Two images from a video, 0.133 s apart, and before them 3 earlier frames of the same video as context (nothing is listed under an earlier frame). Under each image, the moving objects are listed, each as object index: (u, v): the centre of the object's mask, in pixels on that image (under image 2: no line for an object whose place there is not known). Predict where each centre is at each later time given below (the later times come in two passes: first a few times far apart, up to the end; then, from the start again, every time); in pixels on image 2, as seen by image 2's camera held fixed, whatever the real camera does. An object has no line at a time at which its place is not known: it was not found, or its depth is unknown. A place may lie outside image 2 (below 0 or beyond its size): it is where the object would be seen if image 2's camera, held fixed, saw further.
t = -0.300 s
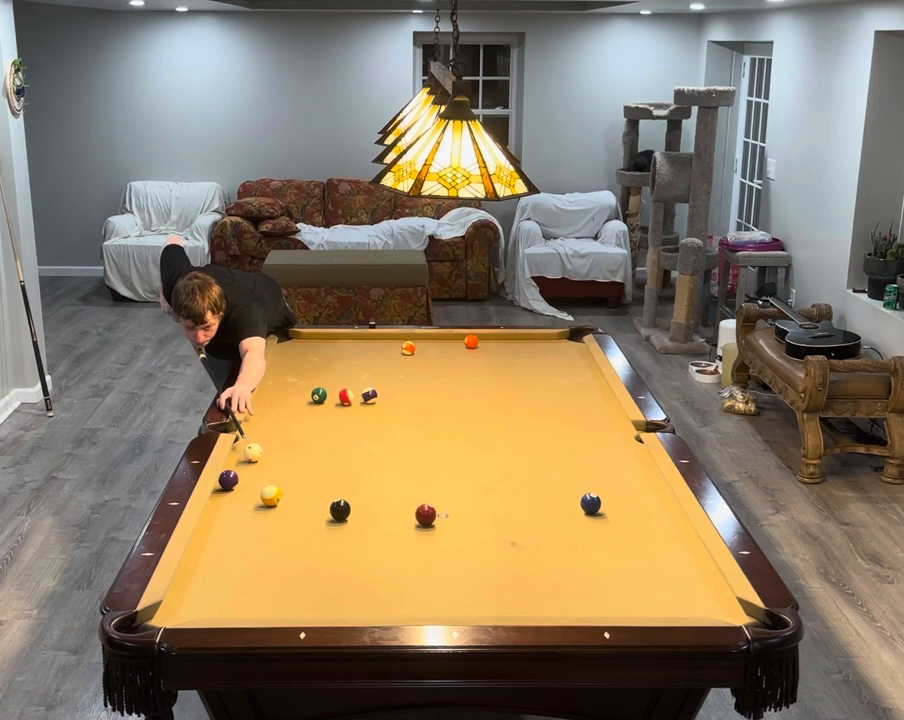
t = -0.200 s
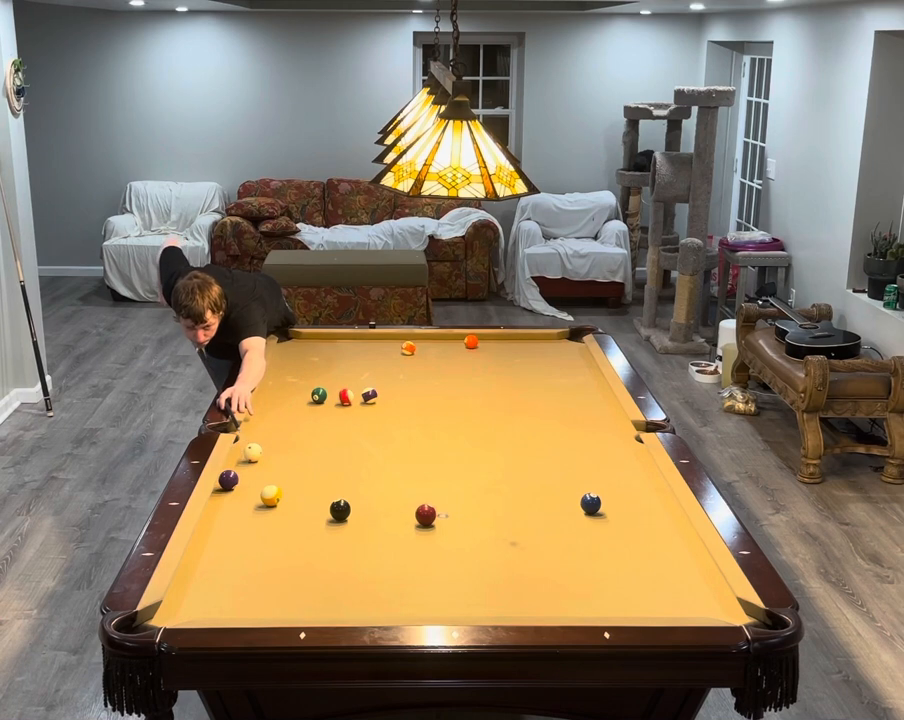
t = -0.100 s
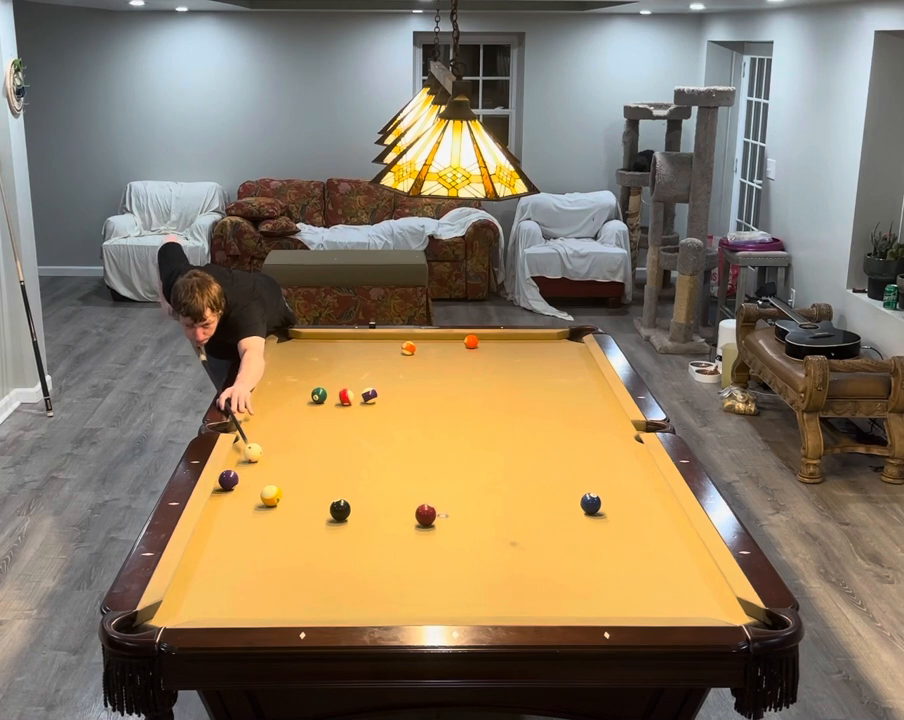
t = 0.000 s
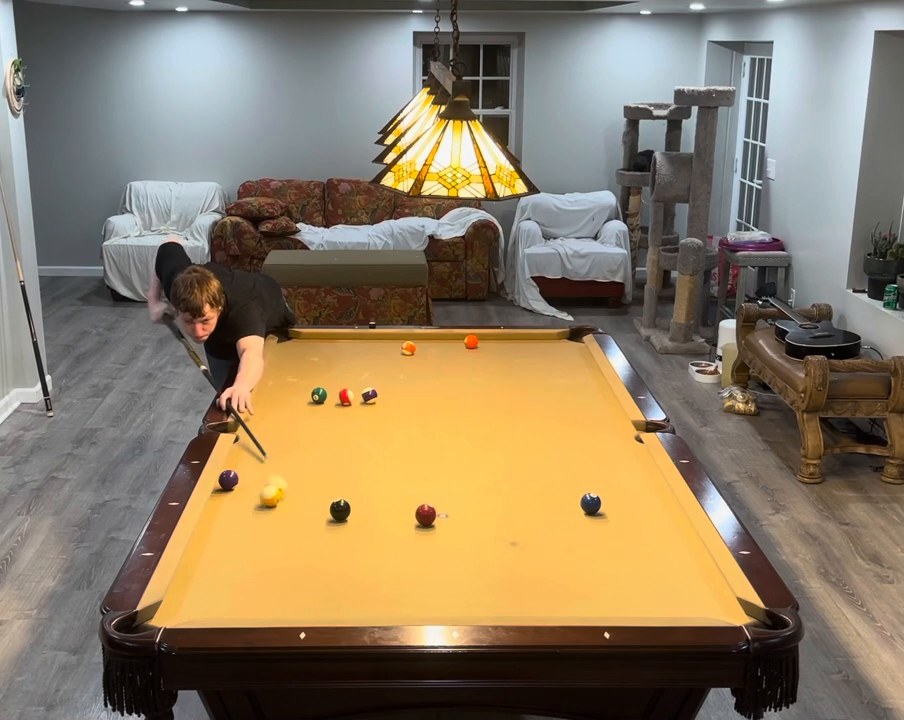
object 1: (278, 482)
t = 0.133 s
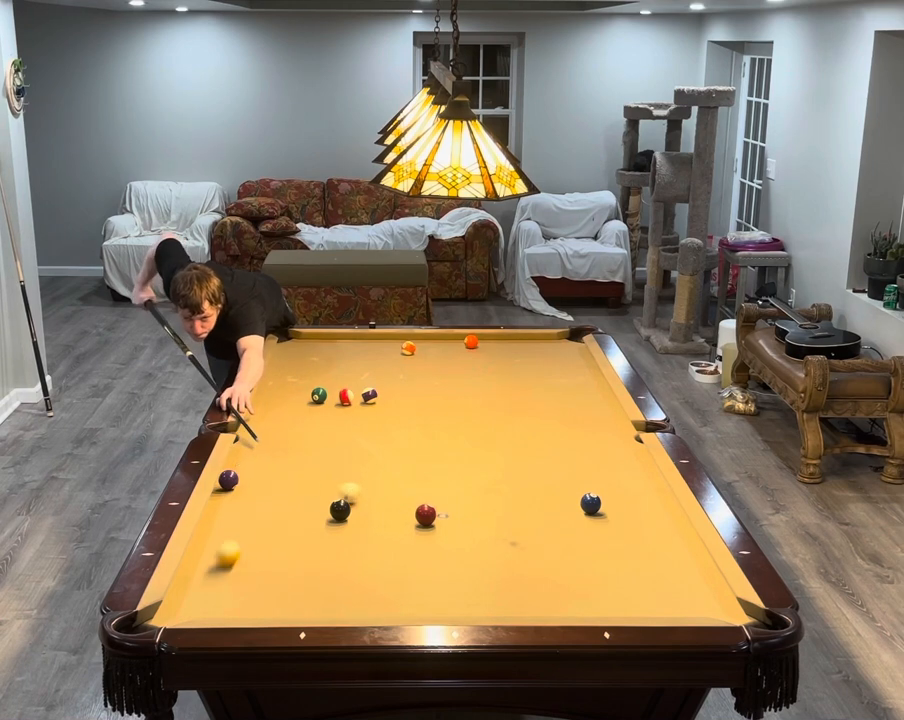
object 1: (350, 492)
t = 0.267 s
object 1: (408, 495)
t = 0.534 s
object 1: (513, 493)
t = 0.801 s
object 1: (615, 492)
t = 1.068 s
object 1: (628, 486)
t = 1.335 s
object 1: (572, 477)
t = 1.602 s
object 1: (520, 468)
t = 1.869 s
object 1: (472, 460)
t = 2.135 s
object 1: (427, 453)
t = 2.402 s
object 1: (386, 446)
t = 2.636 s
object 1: (353, 441)
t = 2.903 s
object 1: (318, 435)
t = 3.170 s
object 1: (285, 429)
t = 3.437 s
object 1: (255, 424)
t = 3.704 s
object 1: (259, 422)
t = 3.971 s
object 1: (268, 422)
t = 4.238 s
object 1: (276, 421)
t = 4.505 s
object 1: (282, 421)
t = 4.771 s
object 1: (286, 421)
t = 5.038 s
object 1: (289, 420)
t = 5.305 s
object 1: (290, 421)
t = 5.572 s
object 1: (290, 421)
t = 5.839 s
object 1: (290, 421)
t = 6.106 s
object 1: (290, 421)
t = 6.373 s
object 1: (290, 421)
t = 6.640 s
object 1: (290, 421)
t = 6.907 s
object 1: (290, 421)
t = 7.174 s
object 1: (290, 421)
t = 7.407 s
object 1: (290, 421)
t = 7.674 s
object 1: (290, 421)
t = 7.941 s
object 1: (290, 421)
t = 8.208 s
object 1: (290, 421)
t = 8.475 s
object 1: (290, 421)
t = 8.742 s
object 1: (290, 421)
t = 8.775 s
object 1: (290, 421)
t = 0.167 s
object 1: (366, 494)
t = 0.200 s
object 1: (381, 494)
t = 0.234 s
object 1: (394, 494)
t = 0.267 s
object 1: (408, 495)
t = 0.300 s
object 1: (421, 493)
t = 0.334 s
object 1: (435, 494)
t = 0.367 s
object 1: (448, 494)
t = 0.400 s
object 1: (461, 494)
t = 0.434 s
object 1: (475, 494)
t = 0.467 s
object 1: (488, 494)
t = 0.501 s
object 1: (501, 494)
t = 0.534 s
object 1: (513, 493)
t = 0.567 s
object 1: (526, 493)
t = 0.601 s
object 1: (539, 493)
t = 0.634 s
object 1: (551, 493)
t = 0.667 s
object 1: (565, 492)
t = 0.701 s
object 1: (575, 492)
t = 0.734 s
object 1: (589, 488)
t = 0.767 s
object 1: (603, 491)
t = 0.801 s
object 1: (615, 492)
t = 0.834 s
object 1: (628, 492)
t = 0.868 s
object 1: (640, 492)
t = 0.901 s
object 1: (653, 491)
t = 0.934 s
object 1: (662, 491)
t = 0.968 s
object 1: (652, 490)
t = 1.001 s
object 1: (644, 488)
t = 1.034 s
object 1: (636, 487)
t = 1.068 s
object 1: (628, 486)
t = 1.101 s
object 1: (621, 485)
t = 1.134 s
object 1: (614, 484)
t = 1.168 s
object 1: (607, 483)
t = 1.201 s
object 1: (600, 481)
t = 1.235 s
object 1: (593, 480)
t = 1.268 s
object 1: (585, 479)
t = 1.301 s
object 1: (579, 478)
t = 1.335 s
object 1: (572, 477)
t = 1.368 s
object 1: (565, 476)
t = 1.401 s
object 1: (558, 475)
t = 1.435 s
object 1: (552, 474)
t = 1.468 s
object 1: (545, 472)
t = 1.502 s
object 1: (538, 471)
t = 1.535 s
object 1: (533, 471)
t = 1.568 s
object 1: (526, 470)
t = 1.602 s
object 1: (520, 468)
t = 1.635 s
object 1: (513, 468)
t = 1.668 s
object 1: (507, 466)
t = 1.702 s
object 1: (501, 465)
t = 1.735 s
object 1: (495, 464)
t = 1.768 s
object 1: (489, 464)
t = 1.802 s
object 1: (483, 462)
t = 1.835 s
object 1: (477, 462)
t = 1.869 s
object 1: (472, 460)
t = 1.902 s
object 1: (466, 459)
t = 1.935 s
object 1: (460, 459)
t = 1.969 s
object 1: (454, 458)
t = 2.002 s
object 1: (449, 457)
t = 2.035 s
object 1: (443, 456)
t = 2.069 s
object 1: (438, 455)
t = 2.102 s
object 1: (432, 454)
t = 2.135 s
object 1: (427, 453)
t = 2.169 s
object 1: (422, 452)
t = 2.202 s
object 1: (417, 451)
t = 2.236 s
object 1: (412, 450)
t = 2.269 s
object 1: (406, 450)
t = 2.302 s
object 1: (401, 449)
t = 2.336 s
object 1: (396, 448)
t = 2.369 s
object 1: (391, 447)
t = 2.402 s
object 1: (386, 446)
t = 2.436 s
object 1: (381, 445)
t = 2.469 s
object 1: (377, 445)
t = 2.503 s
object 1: (372, 444)
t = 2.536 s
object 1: (367, 443)
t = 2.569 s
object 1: (362, 442)
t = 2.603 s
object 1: (358, 442)
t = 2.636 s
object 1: (353, 441)
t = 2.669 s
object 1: (349, 440)
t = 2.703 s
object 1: (344, 439)
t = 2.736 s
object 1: (339, 438)
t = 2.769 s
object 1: (335, 437)
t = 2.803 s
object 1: (330, 437)
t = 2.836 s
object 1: (326, 436)
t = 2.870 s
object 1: (322, 436)
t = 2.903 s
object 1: (318, 435)
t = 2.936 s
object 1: (314, 434)
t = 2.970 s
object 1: (309, 433)
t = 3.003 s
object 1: (305, 433)
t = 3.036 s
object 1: (301, 432)
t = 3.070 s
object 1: (297, 431)
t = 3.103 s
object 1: (293, 431)
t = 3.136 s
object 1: (289, 430)
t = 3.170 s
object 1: (285, 429)
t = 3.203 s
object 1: (281, 429)
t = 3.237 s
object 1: (277, 428)
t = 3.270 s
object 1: (273, 427)
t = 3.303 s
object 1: (270, 427)
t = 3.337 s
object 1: (266, 426)
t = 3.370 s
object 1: (262, 425)
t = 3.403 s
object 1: (258, 425)
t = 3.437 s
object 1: (255, 424)
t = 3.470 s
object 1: (251, 424)
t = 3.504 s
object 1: (251, 423)
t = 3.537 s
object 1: (252, 423)
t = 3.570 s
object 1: (253, 423)
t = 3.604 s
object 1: (255, 423)
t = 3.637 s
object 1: (256, 423)
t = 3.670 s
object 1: (258, 423)
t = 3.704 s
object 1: (259, 422)
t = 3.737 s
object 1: (260, 423)
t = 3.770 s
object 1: (261, 422)
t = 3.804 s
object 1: (262, 422)
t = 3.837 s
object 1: (264, 422)
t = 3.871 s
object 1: (265, 422)
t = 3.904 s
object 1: (266, 422)
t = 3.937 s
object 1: (267, 422)
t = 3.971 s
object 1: (268, 422)
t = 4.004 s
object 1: (269, 422)
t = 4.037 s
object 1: (270, 422)
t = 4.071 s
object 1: (271, 422)
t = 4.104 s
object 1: (272, 422)
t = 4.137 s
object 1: (273, 421)
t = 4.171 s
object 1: (274, 421)
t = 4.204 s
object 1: (275, 421)
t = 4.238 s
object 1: (276, 421)
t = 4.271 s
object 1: (277, 421)
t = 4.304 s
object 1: (277, 421)
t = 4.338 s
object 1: (278, 421)
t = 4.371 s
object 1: (279, 421)
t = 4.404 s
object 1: (280, 421)
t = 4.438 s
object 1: (280, 421)
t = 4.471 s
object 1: (281, 421)
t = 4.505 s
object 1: (282, 421)
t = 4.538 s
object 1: (283, 421)
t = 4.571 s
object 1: (283, 421)
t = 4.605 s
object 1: (284, 421)
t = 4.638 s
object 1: (284, 421)
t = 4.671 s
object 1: (285, 421)
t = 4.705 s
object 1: (285, 421)
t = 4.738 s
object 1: (286, 421)
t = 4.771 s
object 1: (286, 421)
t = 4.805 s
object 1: (287, 421)
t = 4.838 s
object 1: (287, 421)
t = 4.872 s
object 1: (287, 421)
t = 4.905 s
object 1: (287, 421)
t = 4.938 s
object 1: (288, 421)
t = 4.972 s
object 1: (288, 421)
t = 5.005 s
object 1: (289, 421)
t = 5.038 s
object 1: (289, 420)
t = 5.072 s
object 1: (289, 421)
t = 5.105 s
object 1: (289, 421)
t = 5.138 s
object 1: (290, 421)
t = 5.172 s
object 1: (290, 421)
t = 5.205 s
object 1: (290, 421)
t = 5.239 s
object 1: (290, 421)
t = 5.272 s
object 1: (290, 421)
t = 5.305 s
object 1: (290, 421)
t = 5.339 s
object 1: (290, 421)
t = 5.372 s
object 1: (290, 421)
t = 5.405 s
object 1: (290, 421)
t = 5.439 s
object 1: (290, 421)
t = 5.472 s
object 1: (290, 421)
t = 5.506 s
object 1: (290, 421)
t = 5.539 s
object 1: (290, 421)
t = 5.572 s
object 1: (290, 421)
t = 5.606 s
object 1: (290, 421)
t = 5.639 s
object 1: (290, 421)
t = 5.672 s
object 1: (290, 421)
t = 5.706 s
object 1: (290, 421)
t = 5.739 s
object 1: (290, 421)
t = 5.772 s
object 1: (290, 421)
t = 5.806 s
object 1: (290, 421)
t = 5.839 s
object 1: (290, 421)
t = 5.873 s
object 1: (290, 421)
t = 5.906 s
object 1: (290, 421)
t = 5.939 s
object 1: (290, 421)
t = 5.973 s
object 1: (290, 421)
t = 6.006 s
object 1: (290, 421)
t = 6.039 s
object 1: (290, 421)
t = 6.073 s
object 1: (290, 421)
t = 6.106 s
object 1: (290, 421)
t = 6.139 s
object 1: (290, 421)
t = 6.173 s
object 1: (290, 421)
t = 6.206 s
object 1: (290, 421)
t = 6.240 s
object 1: (290, 421)
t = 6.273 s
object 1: (290, 421)
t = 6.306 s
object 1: (290, 421)
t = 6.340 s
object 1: (290, 421)
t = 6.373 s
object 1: (290, 421)
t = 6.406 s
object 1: (290, 421)
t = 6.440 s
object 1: (290, 421)
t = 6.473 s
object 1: (290, 421)
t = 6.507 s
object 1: (290, 421)
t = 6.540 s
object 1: (290, 421)
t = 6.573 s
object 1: (290, 421)
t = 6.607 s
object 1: (290, 421)
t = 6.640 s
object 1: (290, 421)
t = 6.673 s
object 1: (290, 421)
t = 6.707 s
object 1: (290, 421)
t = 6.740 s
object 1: (290, 421)
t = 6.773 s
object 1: (290, 421)
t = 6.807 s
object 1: (290, 421)
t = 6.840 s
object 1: (290, 421)
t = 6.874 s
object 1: (290, 421)
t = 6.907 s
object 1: (290, 421)
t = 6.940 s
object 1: (290, 421)
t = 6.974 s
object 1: (290, 421)
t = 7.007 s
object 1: (290, 421)
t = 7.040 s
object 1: (290, 421)
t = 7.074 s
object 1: (290, 421)
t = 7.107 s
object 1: (290, 421)
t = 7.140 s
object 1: (290, 421)
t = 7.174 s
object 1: (290, 421)
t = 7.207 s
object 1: (290, 421)
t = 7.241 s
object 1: (290, 421)
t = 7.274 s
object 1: (290, 421)
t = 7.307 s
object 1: (290, 421)
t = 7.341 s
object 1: (290, 421)
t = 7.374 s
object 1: (290, 421)
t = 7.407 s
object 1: (290, 421)
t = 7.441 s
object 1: (290, 421)
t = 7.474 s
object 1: (290, 421)
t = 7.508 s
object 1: (290, 421)
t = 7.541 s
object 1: (290, 421)
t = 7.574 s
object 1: (290, 421)
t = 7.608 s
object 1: (290, 421)
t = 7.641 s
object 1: (290, 421)
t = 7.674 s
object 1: (290, 421)
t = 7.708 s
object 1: (290, 421)
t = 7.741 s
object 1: (290, 421)
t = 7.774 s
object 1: (290, 421)
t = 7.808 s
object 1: (290, 421)
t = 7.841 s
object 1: (290, 421)
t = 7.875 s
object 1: (290, 421)
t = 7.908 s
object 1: (290, 421)
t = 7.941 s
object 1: (290, 421)
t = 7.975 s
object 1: (290, 421)
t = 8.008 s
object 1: (290, 421)
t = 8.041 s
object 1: (290, 421)
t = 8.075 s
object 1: (290, 421)
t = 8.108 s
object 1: (290, 421)
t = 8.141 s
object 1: (290, 421)
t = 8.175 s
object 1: (290, 421)
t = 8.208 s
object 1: (290, 421)
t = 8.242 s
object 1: (290, 421)
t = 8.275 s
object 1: (290, 421)
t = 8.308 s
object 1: (290, 421)
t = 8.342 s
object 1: (290, 421)
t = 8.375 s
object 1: (290, 421)
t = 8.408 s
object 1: (290, 421)
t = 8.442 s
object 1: (290, 421)
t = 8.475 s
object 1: (290, 421)
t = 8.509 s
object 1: (290, 421)
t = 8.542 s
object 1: (290, 421)
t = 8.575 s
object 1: (290, 421)
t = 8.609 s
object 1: (290, 421)
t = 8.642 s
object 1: (290, 421)
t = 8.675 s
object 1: (290, 421)
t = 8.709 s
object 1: (290, 421)
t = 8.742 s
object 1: (290, 421)
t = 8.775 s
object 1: (290, 421)
